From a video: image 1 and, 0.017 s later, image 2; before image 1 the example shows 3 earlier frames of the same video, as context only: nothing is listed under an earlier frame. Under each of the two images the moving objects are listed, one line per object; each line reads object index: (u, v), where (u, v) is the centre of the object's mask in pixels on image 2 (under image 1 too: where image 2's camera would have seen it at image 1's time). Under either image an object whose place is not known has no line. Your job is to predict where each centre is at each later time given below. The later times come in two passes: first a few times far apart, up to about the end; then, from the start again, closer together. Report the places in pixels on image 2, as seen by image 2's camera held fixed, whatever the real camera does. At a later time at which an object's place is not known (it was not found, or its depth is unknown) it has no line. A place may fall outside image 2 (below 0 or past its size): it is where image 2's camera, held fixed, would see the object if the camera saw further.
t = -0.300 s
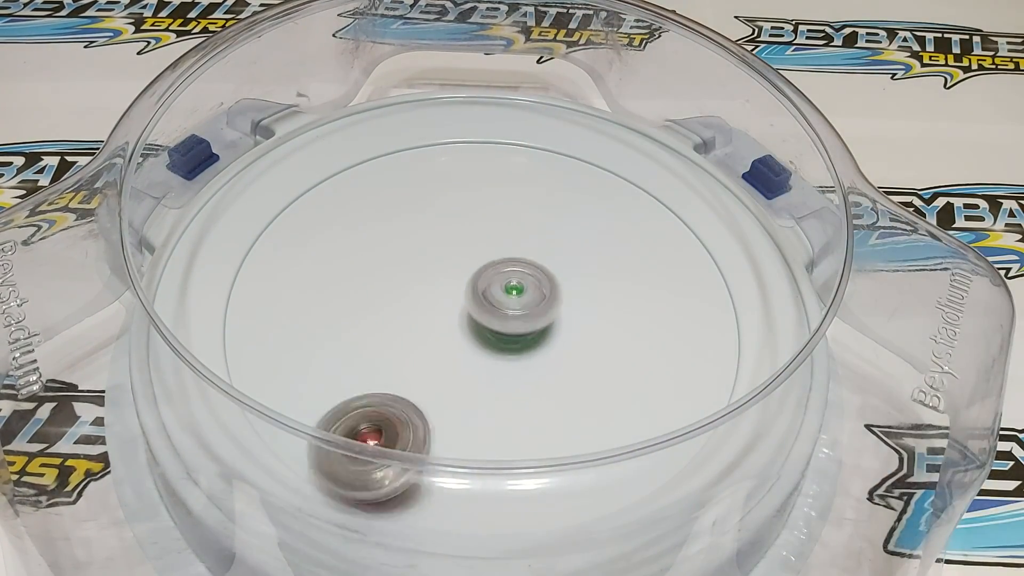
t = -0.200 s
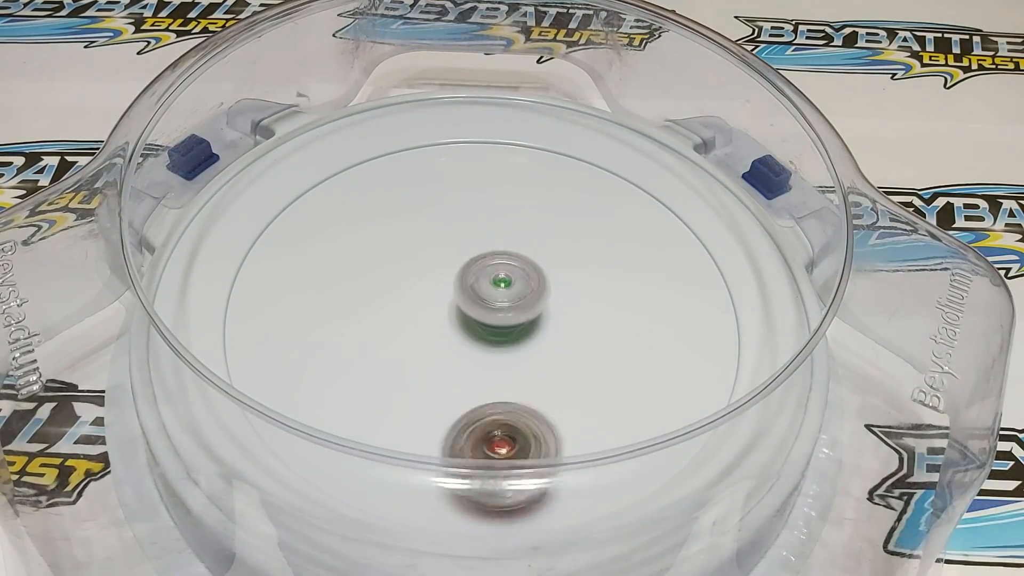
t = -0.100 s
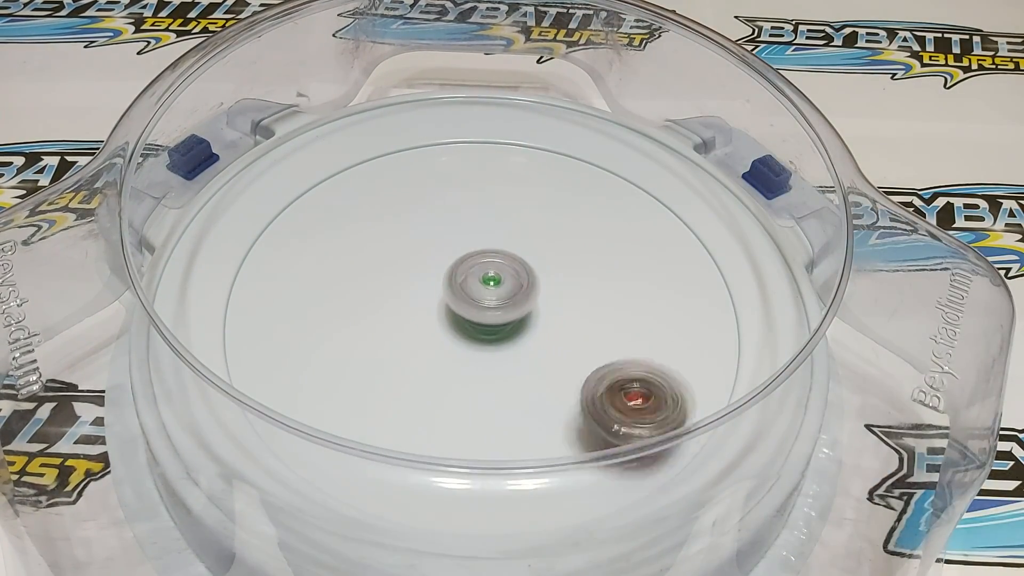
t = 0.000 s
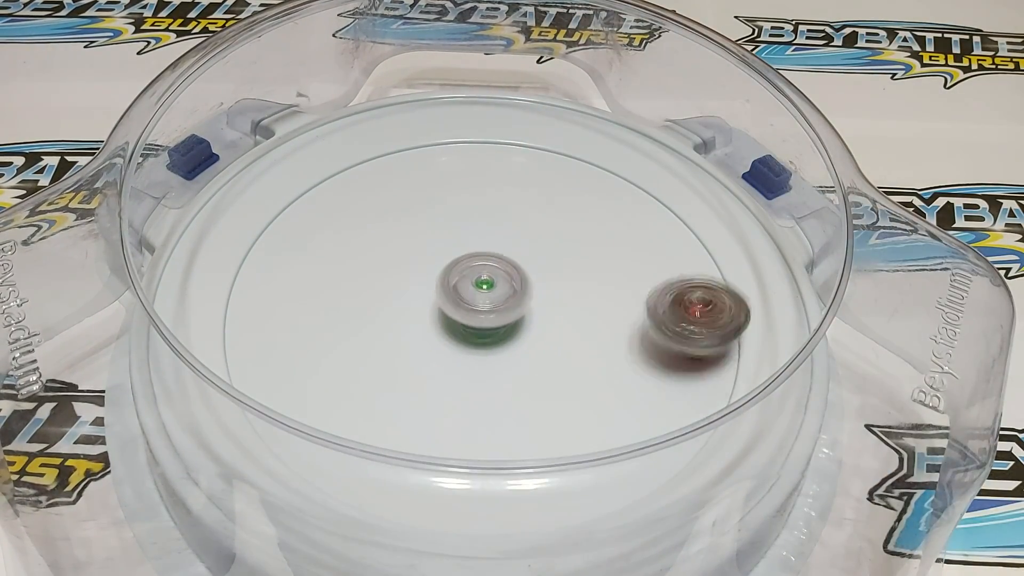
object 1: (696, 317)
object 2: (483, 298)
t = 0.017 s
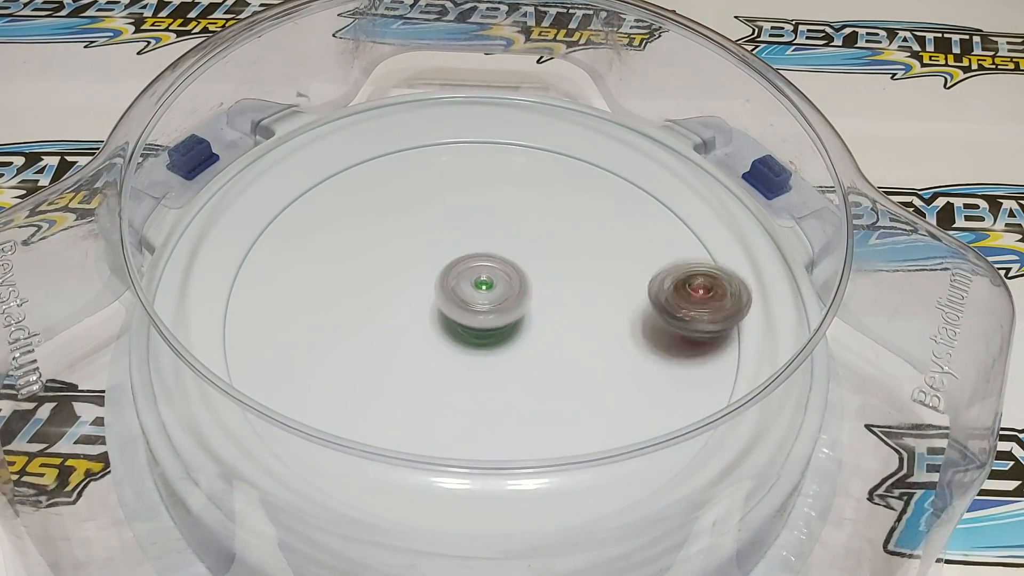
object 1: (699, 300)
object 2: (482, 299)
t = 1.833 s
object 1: (200, 221)
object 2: (483, 300)
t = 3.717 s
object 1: (324, 111)
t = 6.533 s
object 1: (519, 121)
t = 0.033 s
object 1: (697, 284)
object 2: (482, 300)
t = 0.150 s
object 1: (639, 188)
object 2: (479, 306)
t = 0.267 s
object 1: (516, 133)
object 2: (478, 311)
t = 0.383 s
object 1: (366, 132)
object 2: (477, 313)
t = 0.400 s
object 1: (347, 140)
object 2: (477, 313)
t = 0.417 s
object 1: (328, 152)
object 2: (476, 314)
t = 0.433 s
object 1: (307, 166)
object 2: (476, 314)
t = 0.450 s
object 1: (290, 178)
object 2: (476, 314)
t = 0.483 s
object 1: (260, 216)
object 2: (476, 313)
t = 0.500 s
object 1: (245, 237)
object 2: (476, 313)
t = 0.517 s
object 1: (235, 257)
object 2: (476, 313)
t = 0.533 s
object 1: (229, 278)
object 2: (476, 313)
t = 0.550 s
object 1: (231, 311)
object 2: (476, 312)
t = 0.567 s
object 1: (239, 336)
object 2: (476, 312)
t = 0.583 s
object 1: (247, 364)
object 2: (476, 311)
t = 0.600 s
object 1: (262, 387)
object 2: (476, 311)
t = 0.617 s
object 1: (285, 416)
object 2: (476, 311)
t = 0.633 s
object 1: (314, 443)
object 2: (476, 309)
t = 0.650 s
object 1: (348, 464)
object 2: (477, 309)
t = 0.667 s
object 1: (387, 481)
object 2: (477, 309)
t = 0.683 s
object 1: (428, 491)
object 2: (477, 308)
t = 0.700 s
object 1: (476, 497)
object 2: (477, 307)
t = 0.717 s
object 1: (524, 497)
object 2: (477, 307)
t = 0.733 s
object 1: (567, 480)
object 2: (478, 307)
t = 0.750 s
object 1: (608, 468)
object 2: (478, 307)
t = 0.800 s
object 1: (697, 403)
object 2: (479, 306)
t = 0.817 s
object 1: (712, 373)
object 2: (479, 306)
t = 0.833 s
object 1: (730, 346)
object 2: (479, 305)
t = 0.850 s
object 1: (734, 316)
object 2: (479, 305)
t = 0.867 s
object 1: (732, 285)
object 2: (480, 305)
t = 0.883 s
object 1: (723, 253)
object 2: (480, 305)
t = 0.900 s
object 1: (710, 225)
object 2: (479, 304)
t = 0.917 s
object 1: (688, 199)
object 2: (479, 304)
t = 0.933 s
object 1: (662, 179)
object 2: (480, 304)
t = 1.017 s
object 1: (496, 122)
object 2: (481, 303)
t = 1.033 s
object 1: (457, 120)
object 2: (481, 303)
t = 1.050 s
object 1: (419, 122)
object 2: (481, 303)
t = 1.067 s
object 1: (379, 136)
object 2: (481, 303)
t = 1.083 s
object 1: (341, 153)
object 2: (481, 302)
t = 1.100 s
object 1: (307, 173)
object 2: (481, 302)
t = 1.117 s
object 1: (278, 199)
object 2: (482, 302)
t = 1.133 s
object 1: (257, 230)
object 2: (481, 302)
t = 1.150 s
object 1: (242, 265)
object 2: (481, 301)
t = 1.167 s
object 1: (238, 301)
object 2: (481, 301)
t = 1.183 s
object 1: (246, 340)
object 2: (481, 301)
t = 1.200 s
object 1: (265, 384)
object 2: (481, 301)
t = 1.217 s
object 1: (297, 422)
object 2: (481, 301)
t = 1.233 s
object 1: (346, 458)
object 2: (481, 300)
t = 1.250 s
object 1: (403, 485)
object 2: (480, 300)
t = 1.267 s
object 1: (464, 499)
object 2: (480, 300)
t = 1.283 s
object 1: (525, 498)
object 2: (481, 300)
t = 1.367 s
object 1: (751, 373)
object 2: (479, 300)
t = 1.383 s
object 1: (779, 342)
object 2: (479, 301)
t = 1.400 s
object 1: (801, 310)
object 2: (479, 301)
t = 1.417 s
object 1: (805, 286)
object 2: (476, 302)
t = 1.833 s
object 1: (200, 221)
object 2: (483, 300)
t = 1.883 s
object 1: (190, 273)
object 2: (483, 300)
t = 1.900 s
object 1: (185, 290)
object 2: (483, 300)
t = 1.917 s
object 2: (482, 300)
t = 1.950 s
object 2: (483, 300)
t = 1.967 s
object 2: (483, 299)
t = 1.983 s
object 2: (484, 300)
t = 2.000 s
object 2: (484, 300)
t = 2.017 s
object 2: (483, 300)
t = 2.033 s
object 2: (483, 299)
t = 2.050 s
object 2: (483, 299)
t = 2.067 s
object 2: (483, 299)
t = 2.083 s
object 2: (484, 299)
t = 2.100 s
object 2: (484, 299)
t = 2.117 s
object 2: (484, 299)
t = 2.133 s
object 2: (484, 299)
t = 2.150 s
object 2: (484, 299)
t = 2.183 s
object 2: (484, 299)
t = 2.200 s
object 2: (484, 299)
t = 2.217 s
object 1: (596, 441)
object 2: (484, 299)
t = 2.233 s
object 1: (618, 411)
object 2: (484, 299)
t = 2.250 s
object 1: (647, 398)
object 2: (485, 300)
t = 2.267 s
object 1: (670, 380)
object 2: (484, 300)
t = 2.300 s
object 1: (707, 333)
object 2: (484, 300)
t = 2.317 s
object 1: (720, 308)
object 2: (485, 300)
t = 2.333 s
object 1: (732, 284)
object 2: (485, 300)
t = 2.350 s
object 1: (740, 261)
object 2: (485, 300)
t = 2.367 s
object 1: (737, 238)
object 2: (485, 301)
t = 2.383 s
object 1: (727, 215)
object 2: (485, 301)
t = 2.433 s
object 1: (692, 165)
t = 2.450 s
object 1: (680, 147)
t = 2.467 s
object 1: (667, 132)
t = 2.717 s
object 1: (343, 151)
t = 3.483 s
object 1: (624, 123)
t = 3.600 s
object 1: (476, 92)
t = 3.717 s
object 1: (324, 111)
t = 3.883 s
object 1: (169, 283)
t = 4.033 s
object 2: (480, 305)
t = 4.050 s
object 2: (479, 304)
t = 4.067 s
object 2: (479, 303)
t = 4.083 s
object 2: (479, 303)
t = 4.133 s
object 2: (478, 303)
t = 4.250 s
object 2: (478, 303)
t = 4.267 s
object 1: (719, 303)
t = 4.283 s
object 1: (728, 280)
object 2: (478, 303)
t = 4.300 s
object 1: (735, 256)
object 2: (478, 303)
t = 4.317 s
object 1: (730, 239)
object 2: (477, 303)
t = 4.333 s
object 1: (719, 218)
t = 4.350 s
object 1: (707, 208)
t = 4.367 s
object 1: (695, 191)
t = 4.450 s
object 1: (637, 128)
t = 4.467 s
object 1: (625, 116)
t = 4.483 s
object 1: (614, 106)
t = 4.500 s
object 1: (594, 102)
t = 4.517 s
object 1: (577, 98)
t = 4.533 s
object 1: (556, 96)
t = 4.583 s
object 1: (500, 93)
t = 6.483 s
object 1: (565, 132)
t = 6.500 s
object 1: (550, 126)
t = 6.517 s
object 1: (536, 121)
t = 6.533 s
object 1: (519, 121)
